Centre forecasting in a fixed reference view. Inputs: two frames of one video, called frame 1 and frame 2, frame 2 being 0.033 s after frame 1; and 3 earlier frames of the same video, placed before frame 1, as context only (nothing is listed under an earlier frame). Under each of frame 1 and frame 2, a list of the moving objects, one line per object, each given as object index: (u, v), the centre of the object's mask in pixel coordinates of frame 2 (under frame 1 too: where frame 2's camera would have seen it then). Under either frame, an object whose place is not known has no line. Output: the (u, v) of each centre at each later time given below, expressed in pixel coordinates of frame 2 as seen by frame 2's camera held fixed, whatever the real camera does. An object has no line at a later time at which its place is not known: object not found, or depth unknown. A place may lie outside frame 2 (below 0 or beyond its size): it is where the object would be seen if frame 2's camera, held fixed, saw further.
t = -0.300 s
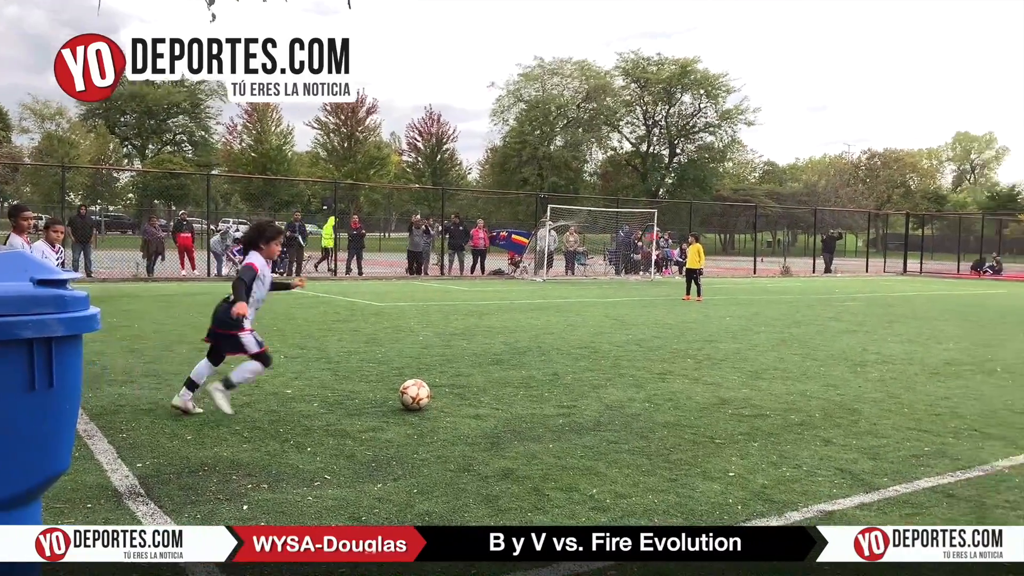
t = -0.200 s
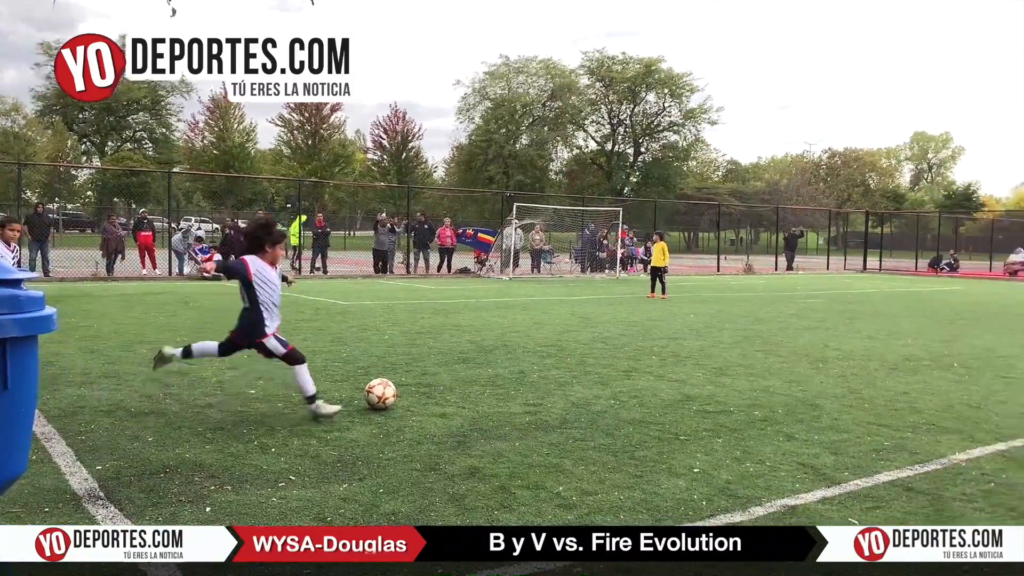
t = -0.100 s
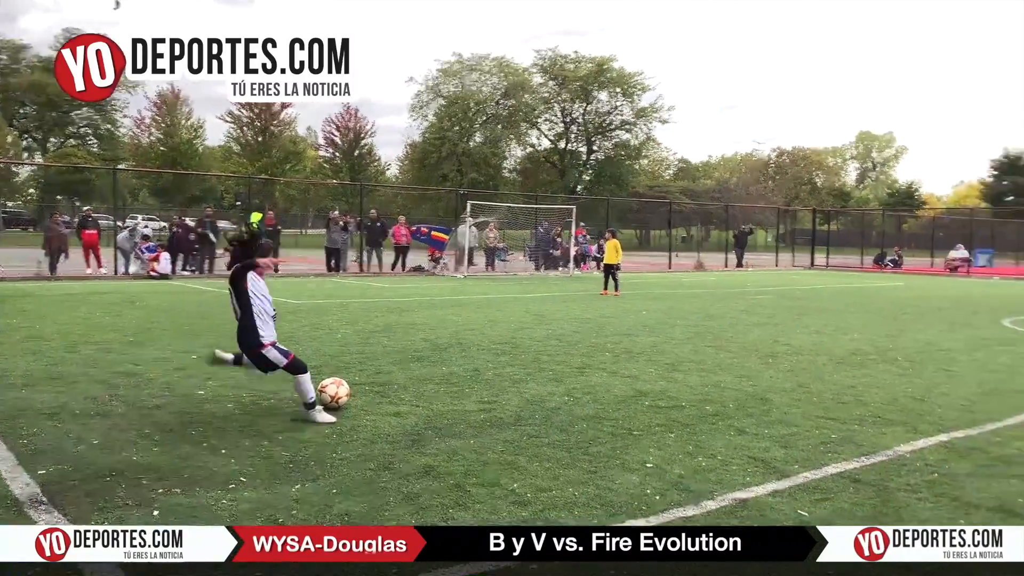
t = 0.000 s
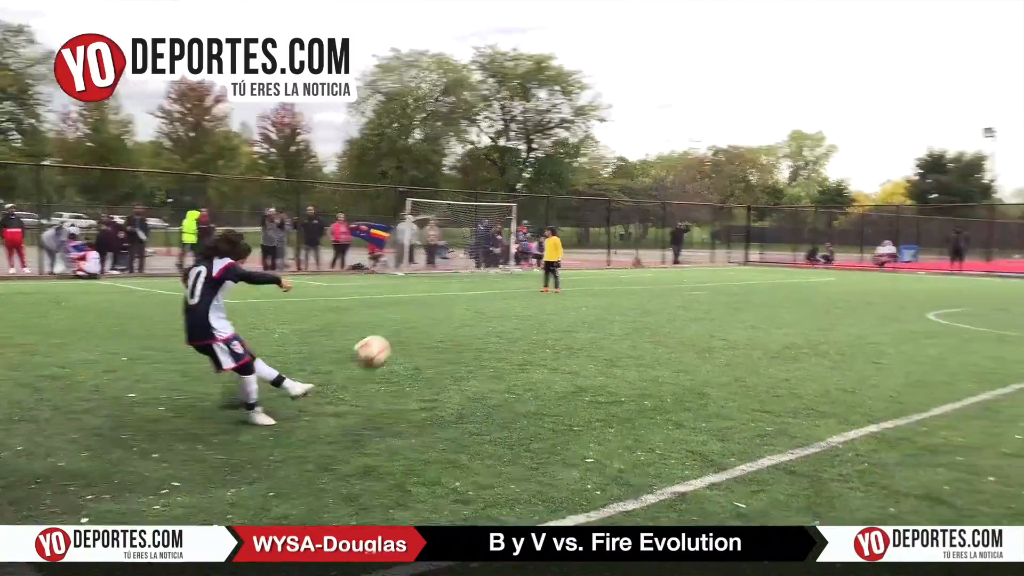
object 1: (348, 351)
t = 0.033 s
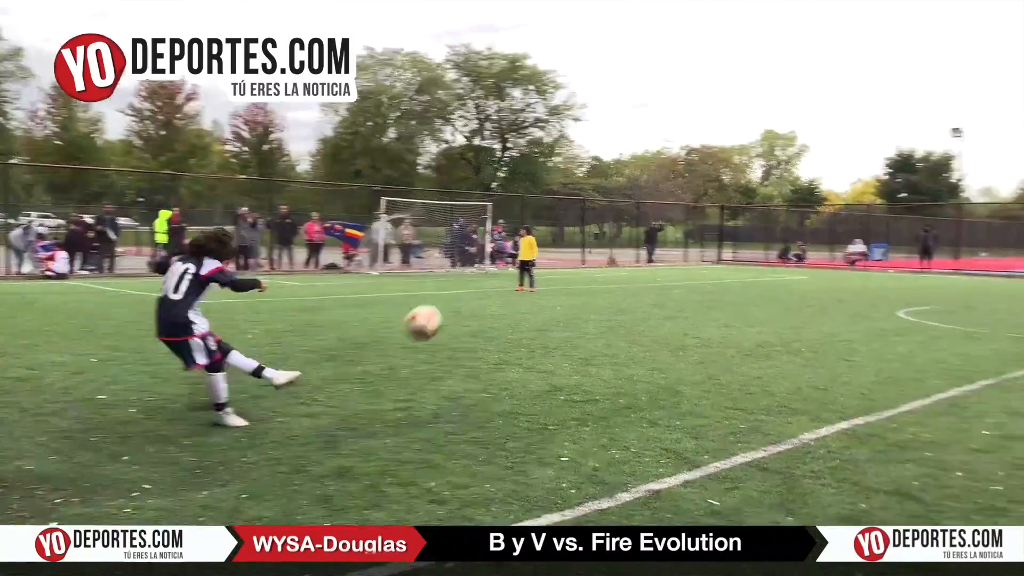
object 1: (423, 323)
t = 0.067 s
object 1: (503, 294)
